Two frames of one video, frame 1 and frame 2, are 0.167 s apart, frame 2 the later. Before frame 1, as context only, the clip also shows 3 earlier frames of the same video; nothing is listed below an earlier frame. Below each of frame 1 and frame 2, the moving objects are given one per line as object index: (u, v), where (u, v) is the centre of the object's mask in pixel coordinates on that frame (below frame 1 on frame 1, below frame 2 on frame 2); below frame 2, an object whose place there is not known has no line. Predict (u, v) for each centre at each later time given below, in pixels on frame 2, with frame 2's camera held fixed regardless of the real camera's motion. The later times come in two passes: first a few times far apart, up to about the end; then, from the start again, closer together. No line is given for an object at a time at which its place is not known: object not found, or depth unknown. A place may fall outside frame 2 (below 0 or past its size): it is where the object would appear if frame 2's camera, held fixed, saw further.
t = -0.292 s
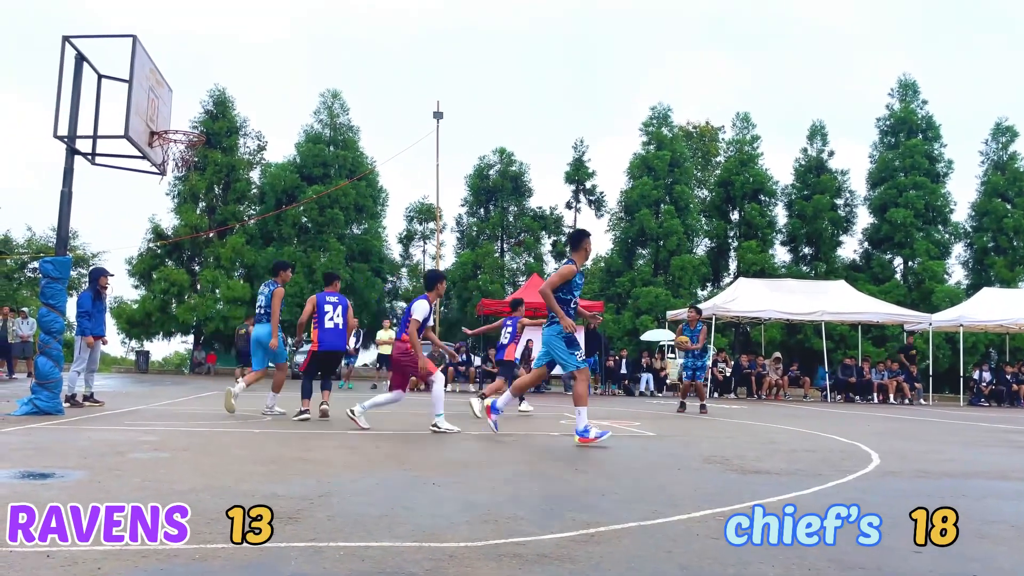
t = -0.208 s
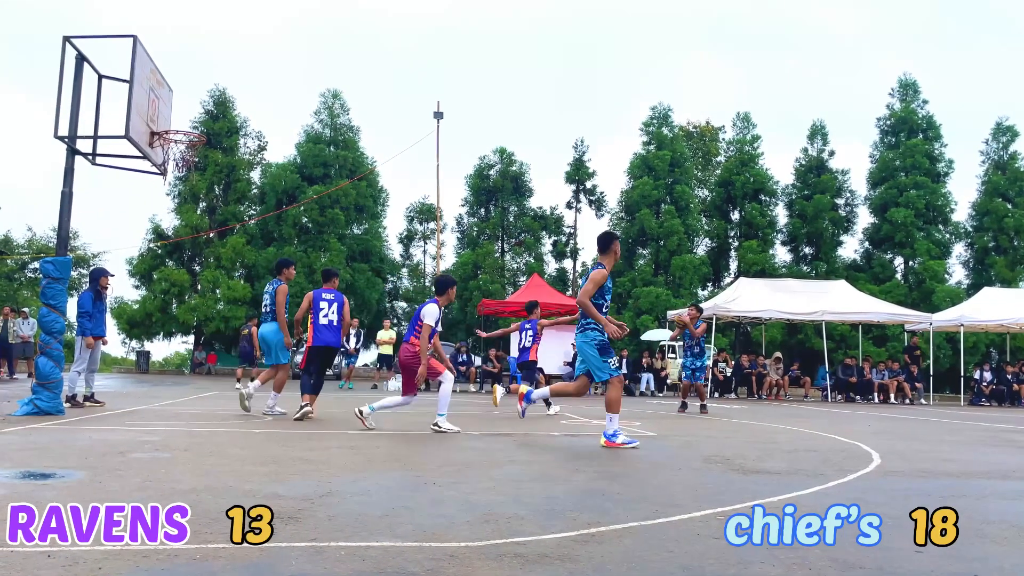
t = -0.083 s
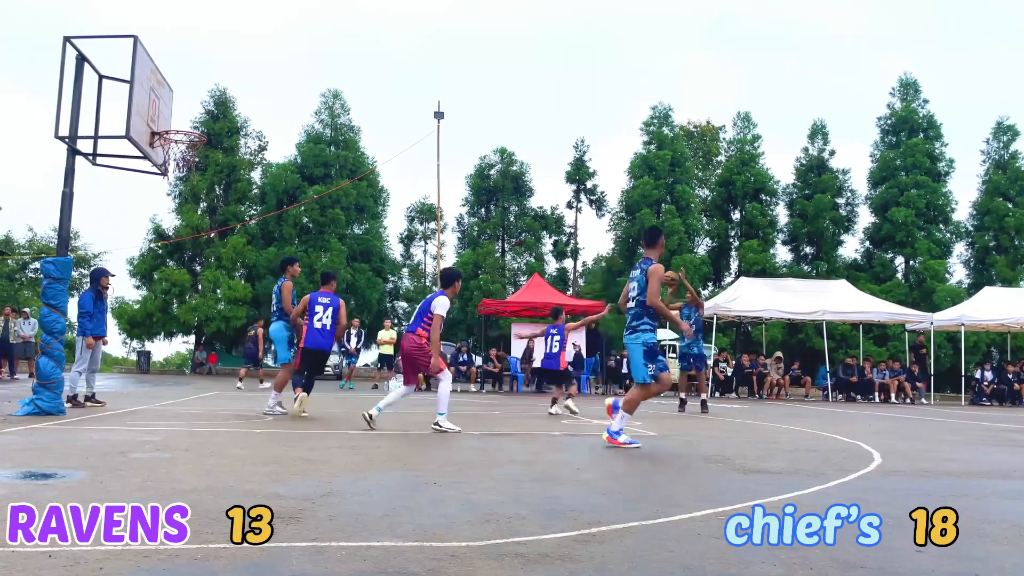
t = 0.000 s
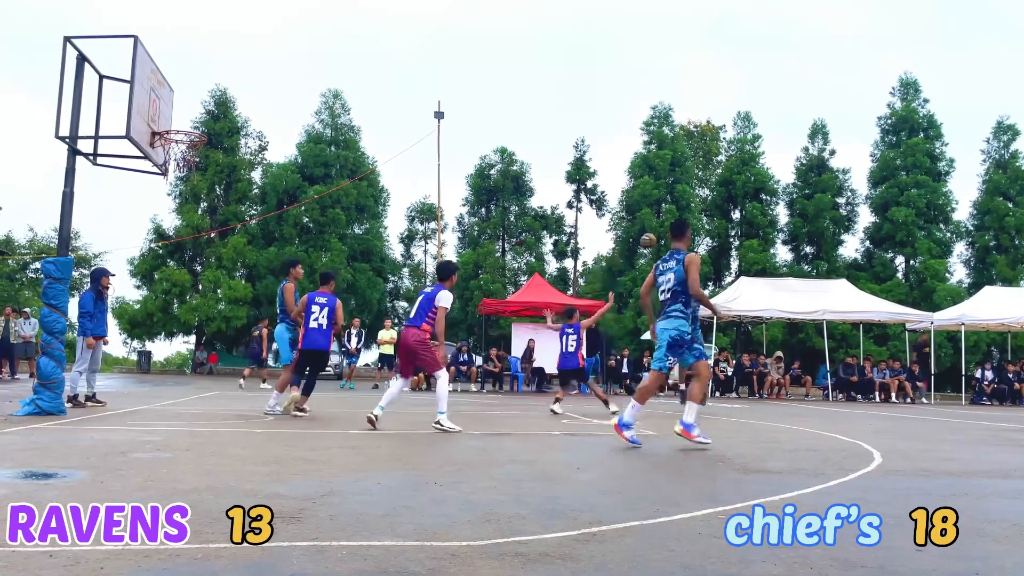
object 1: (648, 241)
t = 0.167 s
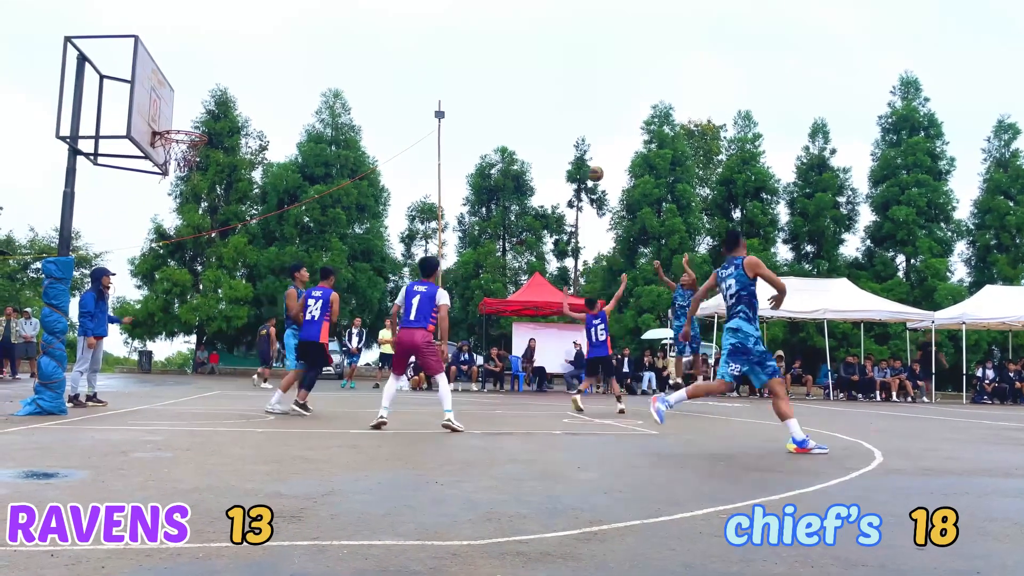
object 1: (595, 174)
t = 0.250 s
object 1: (567, 146)
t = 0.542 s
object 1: (462, 81)
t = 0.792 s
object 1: (354, 67)
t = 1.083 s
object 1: (196, 118)
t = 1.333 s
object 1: (173, 149)
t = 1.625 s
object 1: (136, 188)
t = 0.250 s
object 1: (567, 146)
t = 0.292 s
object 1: (555, 136)
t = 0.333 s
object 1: (538, 122)
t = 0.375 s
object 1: (526, 114)
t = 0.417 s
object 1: (507, 102)
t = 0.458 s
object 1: (494, 95)
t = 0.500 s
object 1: (475, 86)
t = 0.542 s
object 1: (462, 81)
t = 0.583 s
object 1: (442, 75)
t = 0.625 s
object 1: (428, 72)
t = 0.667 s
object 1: (406, 68)
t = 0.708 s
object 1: (392, 67)
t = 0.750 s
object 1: (369, 67)
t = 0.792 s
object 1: (354, 67)
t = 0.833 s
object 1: (330, 70)
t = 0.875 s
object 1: (313, 73)
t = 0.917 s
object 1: (288, 80)
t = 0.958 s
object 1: (270, 85)
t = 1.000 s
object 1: (243, 95)
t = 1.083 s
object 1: (196, 118)
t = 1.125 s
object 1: (176, 128)
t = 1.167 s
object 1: (187, 141)
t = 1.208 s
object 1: (190, 145)
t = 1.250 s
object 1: (186, 150)
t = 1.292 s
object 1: (181, 150)
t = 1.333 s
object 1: (173, 149)
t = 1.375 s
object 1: (169, 150)
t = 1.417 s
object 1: (163, 152)
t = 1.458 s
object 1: (159, 155)
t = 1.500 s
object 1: (153, 162)
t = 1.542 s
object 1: (147, 169)
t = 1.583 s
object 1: (140, 179)
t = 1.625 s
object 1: (136, 188)
